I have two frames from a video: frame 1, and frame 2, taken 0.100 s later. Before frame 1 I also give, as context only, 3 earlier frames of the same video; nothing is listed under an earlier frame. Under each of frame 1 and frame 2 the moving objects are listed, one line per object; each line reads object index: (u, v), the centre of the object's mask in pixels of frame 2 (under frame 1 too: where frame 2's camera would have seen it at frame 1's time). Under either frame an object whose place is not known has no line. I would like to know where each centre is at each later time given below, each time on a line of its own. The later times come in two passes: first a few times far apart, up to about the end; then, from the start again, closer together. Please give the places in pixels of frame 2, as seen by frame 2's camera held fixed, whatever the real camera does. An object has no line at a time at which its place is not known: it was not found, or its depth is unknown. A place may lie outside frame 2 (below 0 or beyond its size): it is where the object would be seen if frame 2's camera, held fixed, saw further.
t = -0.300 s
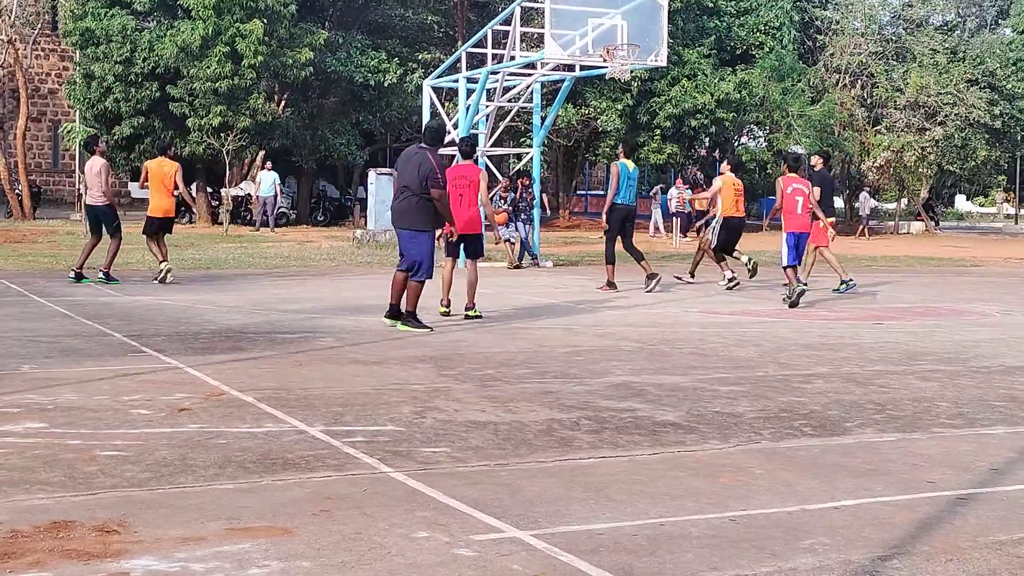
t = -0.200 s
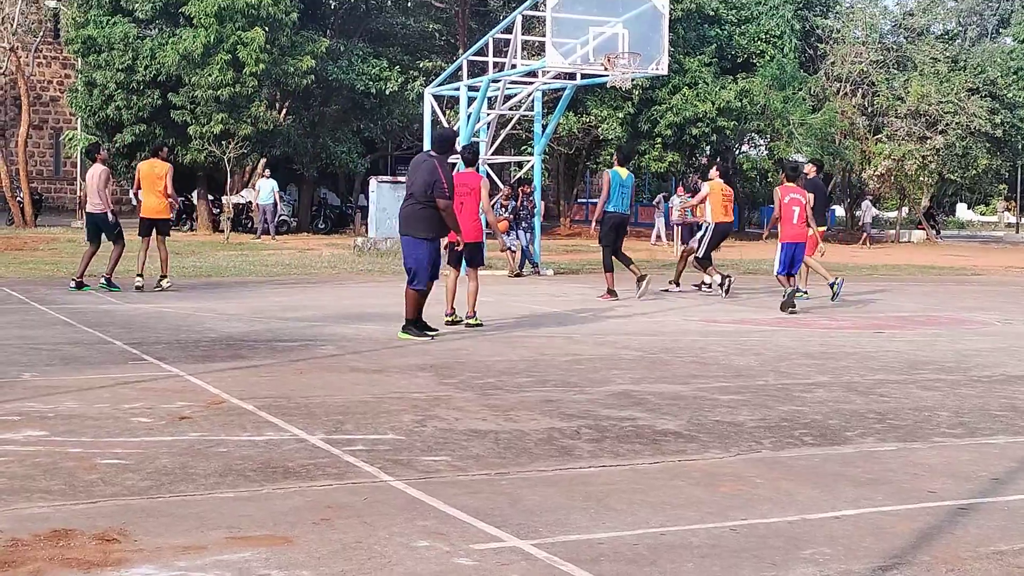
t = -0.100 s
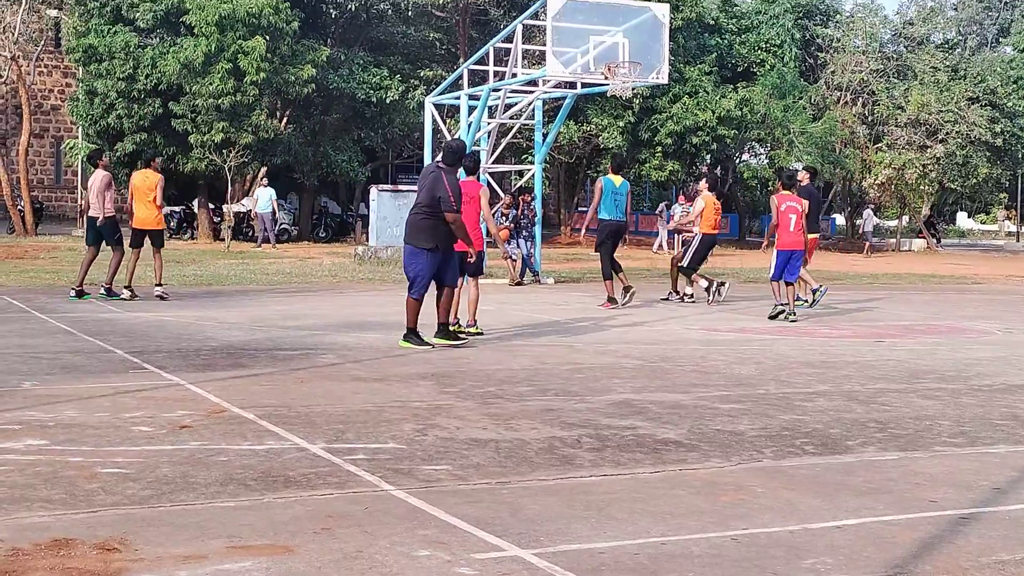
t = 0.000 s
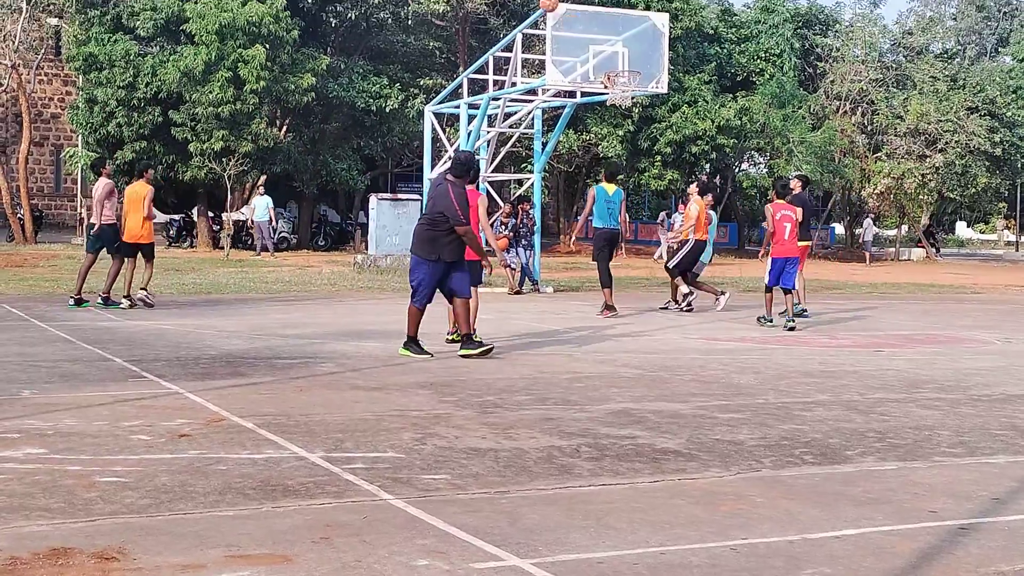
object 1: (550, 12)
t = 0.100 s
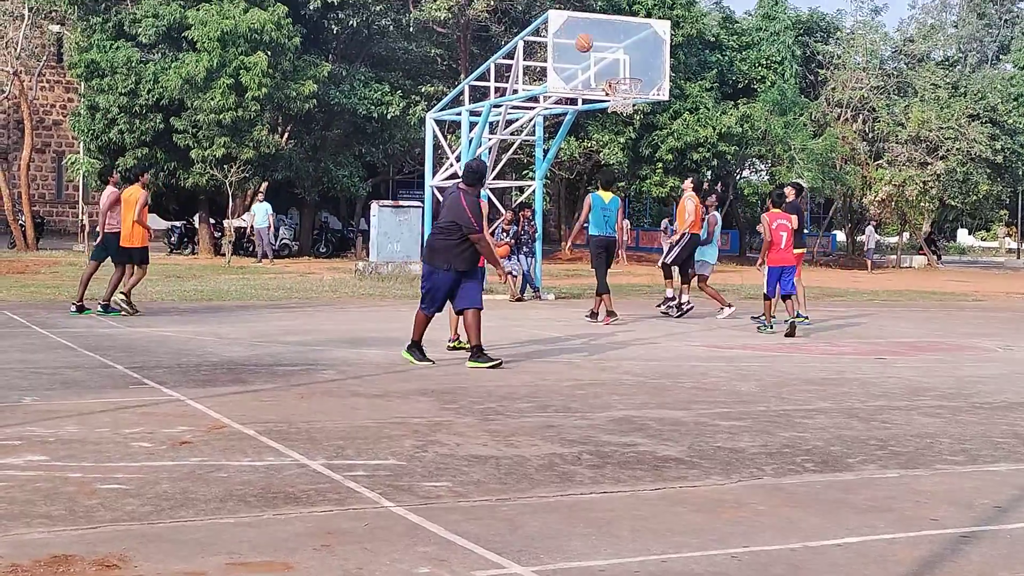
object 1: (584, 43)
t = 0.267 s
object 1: (622, 46)
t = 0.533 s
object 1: (662, 1)
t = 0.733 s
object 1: (689, 3)
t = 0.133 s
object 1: (595, 56)
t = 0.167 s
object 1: (606, 69)
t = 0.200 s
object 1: (612, 66)
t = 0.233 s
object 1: (616, 56)
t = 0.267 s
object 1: (622, 46)
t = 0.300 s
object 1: (627, 38)
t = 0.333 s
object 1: (632, 31)
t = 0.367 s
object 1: (637, 23)
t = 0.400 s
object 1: (642, 17)
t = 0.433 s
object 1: (647, 11)
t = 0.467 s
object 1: (652, 7)
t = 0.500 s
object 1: (657, 3)
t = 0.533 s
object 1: (662, 1)
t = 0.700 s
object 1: (685, 0)
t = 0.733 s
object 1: (689, 3)
